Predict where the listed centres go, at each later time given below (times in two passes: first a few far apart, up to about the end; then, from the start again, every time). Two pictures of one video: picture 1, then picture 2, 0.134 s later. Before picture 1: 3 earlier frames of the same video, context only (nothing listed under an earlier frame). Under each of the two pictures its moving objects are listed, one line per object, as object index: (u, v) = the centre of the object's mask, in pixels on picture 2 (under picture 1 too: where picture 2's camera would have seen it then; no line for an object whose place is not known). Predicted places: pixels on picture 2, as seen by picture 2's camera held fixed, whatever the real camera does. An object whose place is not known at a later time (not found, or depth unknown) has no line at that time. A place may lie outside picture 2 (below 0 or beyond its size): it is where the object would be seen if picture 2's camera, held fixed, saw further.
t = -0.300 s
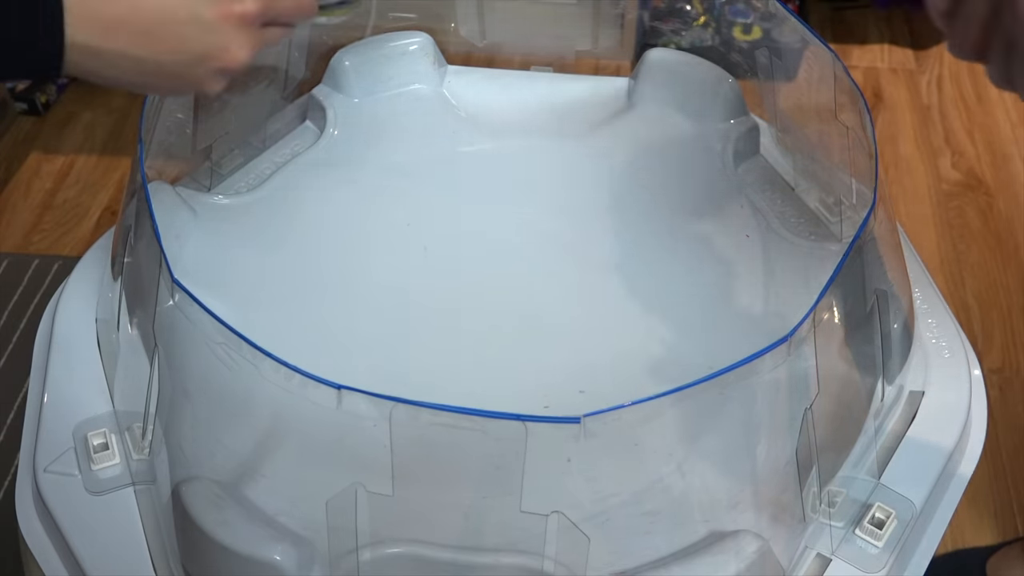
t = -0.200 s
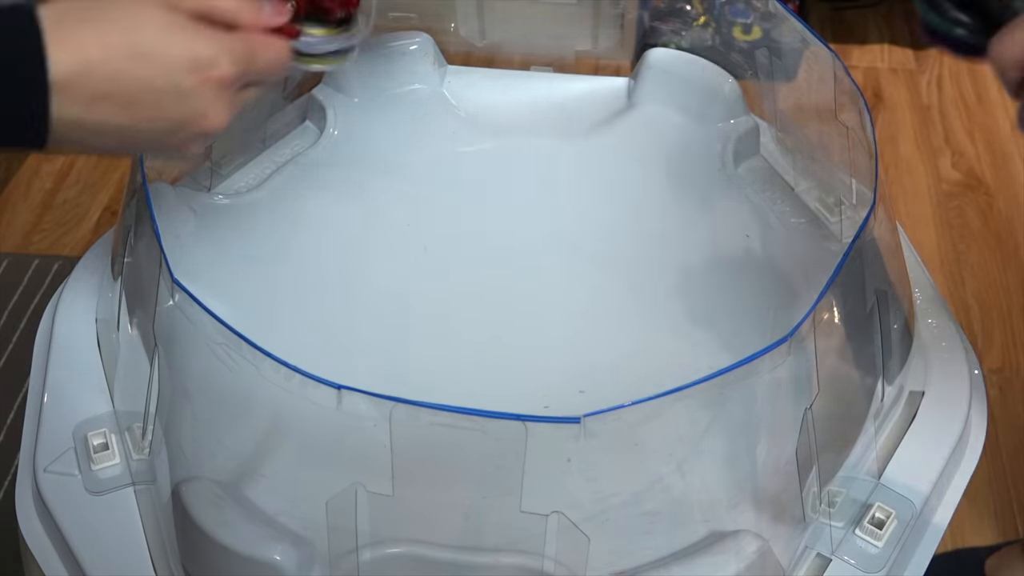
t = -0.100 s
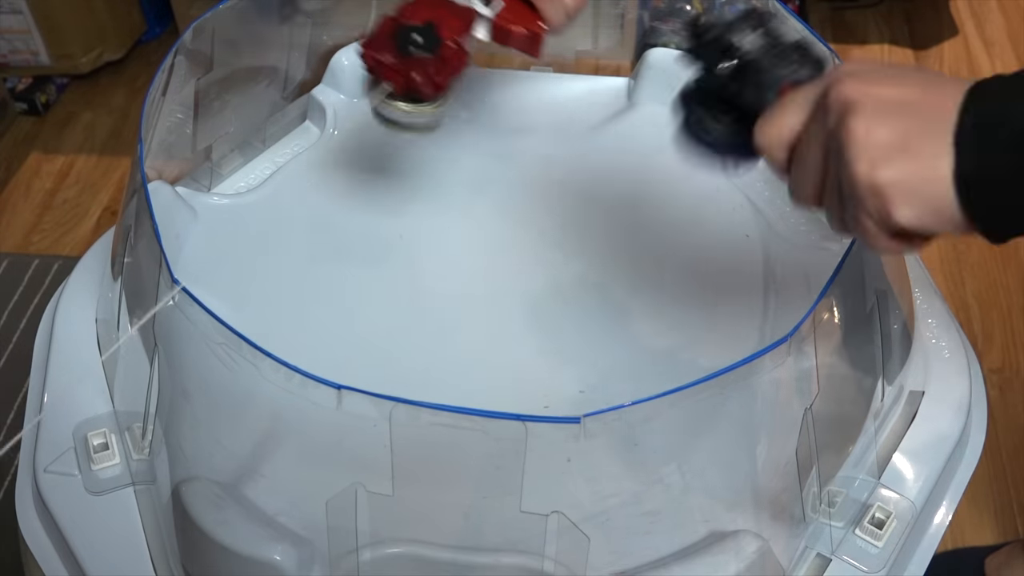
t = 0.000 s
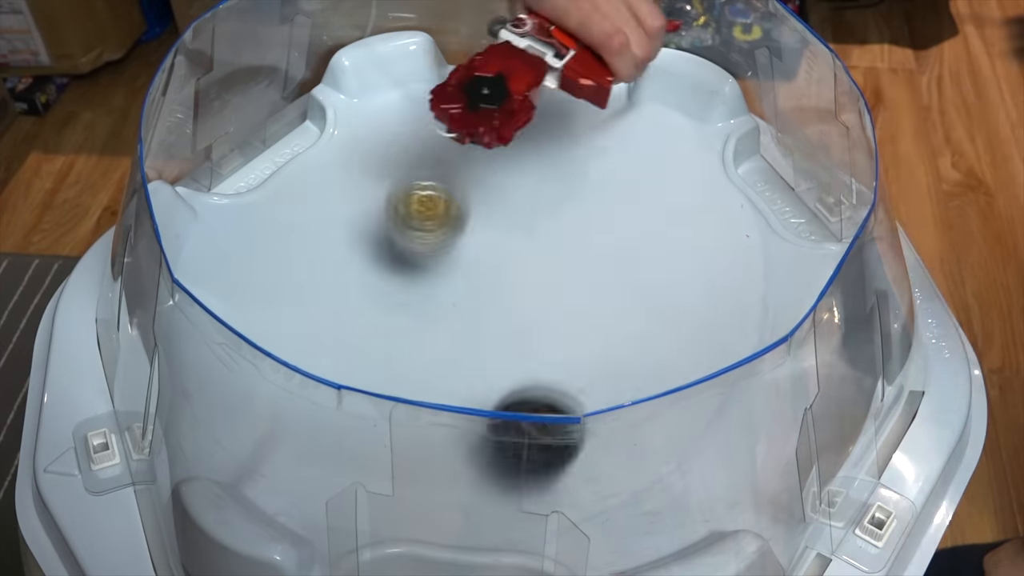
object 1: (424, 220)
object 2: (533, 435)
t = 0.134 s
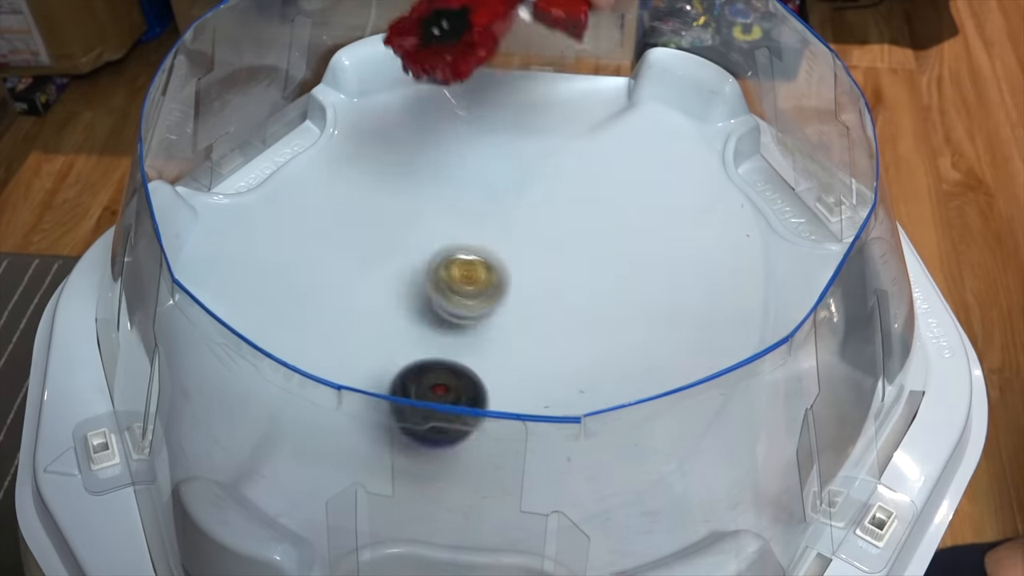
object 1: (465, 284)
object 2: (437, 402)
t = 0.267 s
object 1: (540, 343)
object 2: (386, 411)
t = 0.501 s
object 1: (600, 293)
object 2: (429, 315)
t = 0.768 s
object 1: (616, 187)
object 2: (494, 313)
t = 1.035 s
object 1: (550, 179)
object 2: (518, 379)
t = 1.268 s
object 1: (483, 273)
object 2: (438, 355)
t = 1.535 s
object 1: (593, 254)
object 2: (423, 318)
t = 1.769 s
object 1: (591, 232)
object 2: (548, 303)
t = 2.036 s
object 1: (550, 245)
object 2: (574, 378)
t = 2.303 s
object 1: (535, 303)
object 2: (468, 362)
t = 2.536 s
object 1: (628, 249)
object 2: (395, 305)
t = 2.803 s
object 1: (645, 276)
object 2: (514, 213)
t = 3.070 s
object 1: (762, 364)
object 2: (540, 225)
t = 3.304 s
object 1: (757, 429)
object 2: (570, 324)
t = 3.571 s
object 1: (705, 481)
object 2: (461, 335)
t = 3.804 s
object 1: (754, 450)
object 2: (453, 257)
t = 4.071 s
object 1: (714, 479)
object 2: (572, 273)
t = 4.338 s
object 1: (737, 449)
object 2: (510, 374)
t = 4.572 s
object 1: (627, 373)
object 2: (404, 313)
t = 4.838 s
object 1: (579, 214)
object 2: (390, 198)
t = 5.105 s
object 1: (531, 197)
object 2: (433, 172)
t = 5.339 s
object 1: (570, 301)
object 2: (400, 166)
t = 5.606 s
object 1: (617, 336)
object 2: (453, 227)
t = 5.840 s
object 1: (605, 309)
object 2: (492, 316)
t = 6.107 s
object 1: (542, 321)
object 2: (438, 364)
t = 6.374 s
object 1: (551, 376)
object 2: (392, 332)
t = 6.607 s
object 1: (642, 340)
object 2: (454, 314)
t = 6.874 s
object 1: (481, 244)
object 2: (539, 331)
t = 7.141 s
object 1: (314, 307)
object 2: (570, 353)
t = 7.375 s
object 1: (334, 438)
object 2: (571, 347)
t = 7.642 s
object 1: (600, 399)
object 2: (568, 325)
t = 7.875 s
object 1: (614, 163)
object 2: (564, 301)
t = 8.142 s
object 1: (439, 83)
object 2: (553, 276)
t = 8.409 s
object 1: (307, 206)
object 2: (539, 263)
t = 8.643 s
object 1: (298, 420)
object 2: (518, 260)
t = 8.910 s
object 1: (662, 490)
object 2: (495, 265)
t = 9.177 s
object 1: (796, 289)
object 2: (480, 281)
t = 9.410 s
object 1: (685, 143)
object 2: (470, 300)
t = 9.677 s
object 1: (489, 90)
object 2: (467, 323)
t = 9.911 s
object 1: (339, 201)
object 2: (472, 337)
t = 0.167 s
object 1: (484, 303)
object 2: (417, 408)
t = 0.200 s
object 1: (502, 332)
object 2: (399, 427)
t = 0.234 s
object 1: (521, 340)
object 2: (391, 420)
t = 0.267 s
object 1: (540, 343)
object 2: (386, 411)
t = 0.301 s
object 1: (557, 340)
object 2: (384, 400)
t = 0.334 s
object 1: (572, 337)
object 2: (382, 387)
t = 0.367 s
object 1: (585, 330)
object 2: (384, 373)
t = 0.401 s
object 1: (593, 322)
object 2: (390, 358)
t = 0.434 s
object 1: (599, 313)
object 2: (398, 344)
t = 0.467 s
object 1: (601, 303)
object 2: (412, 328)
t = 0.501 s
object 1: (600, 293)
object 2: (429, 315)
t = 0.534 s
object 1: (596, 283)
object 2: (450, 303)
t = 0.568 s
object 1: (589, 272)
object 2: (472, 293)
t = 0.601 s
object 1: (580, 262)
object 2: (497, 284)
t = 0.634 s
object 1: (588, 246)
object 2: (498, 286)
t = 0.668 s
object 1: (602, 227)
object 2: (491, 291)
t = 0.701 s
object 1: (610, 211)
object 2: (488, 298)
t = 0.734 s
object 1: (615, 197)
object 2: (489, 305)
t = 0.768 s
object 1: (616, 187)
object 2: (494, 313)
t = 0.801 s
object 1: (613, 178)
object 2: (502, 322)
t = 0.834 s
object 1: (609, 171)
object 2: (511, 331)
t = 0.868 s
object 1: (603, 167)
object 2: (518, 341)
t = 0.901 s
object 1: (594, 165)
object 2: (523, 350)
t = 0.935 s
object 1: (585, 165)
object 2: (526, 359)
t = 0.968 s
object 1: (574, 168)
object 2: (526, 368)
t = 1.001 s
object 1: (562, 172)
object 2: (524, 374)
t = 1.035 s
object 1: (550, 179)
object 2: (518, 379)
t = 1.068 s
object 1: (536, 188)
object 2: (509, 381)
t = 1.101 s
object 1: (523, 198)
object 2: (496, 382)
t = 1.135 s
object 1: (511, 211)
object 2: (482, 381)
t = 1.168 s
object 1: (500, 226)
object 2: (468, 378)
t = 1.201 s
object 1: (491, 241)
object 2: (454, 373)
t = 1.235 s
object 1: (486, 257)
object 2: (443, 366)
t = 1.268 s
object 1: (483, 273)
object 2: (438, 355)
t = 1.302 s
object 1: (485, 287)
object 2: (436, 345)
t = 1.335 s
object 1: (501, 283)
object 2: (420, 350)
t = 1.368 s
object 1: (520, 279)
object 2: (410, 353)
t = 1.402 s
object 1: (538, 274)
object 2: (404, 352)
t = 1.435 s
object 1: (555, 270)
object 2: (402, 346)
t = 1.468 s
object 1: (571, 264)
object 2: (405, 338)
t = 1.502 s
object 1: (583, 259)
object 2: (412, 328)
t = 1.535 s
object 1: (593, 254)
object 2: (423, 318)
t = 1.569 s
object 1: (599, 249)
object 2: (439, 309)
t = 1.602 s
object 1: (602, 245)
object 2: (457, 301)
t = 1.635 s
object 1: (602, 242)
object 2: (477, 295)
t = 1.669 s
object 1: (600, 239)
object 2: (499, 292)
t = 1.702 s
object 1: (595, 238)
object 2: (520, 292)
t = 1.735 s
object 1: (591, 235)
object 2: (539, 295)
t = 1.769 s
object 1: (591, 232)
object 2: (548, 303)
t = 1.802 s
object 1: (590, 228)
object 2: (558, 312)
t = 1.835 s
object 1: (588, 226)
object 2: (568, 321)
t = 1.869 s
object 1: (583, 226)
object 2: (576, 331)
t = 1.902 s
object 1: (578, 228)
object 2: (582, 341)
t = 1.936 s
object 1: (571, 230)
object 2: (588, 352)
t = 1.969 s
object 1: (564, 234)
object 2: (588, 362)
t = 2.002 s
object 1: (556, 239)
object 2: (581, 372)
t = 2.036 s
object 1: (550, 245)
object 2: (574, 378)
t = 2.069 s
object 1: (544, 252)
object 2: (562, 383)
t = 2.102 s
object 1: (539, 259)
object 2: (549, 384)
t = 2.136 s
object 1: (535, 267)
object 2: (535, 385)
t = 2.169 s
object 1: (532, 275)
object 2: (519, 384)
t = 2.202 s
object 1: (530, 283)
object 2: (504, 381)
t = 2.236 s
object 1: (530, 292)
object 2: (491, 376)
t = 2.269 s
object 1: (530, 300)
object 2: (481, 369)
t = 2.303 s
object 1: (535, 303)
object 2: (468, 362)
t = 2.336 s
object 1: (559, 291)
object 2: (439, 365)
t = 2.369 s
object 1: (579, 281)
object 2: (416, 362)
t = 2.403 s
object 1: (596, 273)
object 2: (400, 357)
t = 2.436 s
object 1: (608, 266)
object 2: (389, 347)
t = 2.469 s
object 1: (617, 259)
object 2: (385, 335)
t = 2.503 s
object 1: (624, 253)
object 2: (387, 321)
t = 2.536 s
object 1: (628, 249)
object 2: (395, 305)
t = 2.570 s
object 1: (629, 246)
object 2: (409, 289)
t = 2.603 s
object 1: (627, 245)
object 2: (426, 273)
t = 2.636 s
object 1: (624, 245)
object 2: (447, 260)
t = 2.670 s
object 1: (619, 246)
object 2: (471, 248)
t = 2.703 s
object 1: (613, 248)
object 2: (496, 240)
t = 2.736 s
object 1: (605, 251)
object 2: (523, 235)
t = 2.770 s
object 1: (617, 260)
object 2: (526, 225)
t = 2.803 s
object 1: (645, 276)
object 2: (514, 213)
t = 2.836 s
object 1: (667, 289)
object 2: (505, 203)
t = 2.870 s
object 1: (685, 301)
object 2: (501, 198)
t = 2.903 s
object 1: (701, 312)
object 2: (499, 195)
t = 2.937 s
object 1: (718, 322)
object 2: (502, 197)
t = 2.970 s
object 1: (728, 328)
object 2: (509, 200)
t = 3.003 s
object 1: (742, 339)
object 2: (519, 207)
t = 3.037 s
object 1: (754, 350)
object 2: (529, 215)
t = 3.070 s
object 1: (762, 364)
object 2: (540, 225)
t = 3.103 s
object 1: (775, 378)
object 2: (552, 235)
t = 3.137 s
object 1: (791, 397)
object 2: (563, 247)
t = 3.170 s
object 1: (805, 415)
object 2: (573, 260)
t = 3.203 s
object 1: (806, 426)
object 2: (579, 275)
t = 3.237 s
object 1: (785, 423)
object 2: (580, 292)
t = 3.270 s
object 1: (770, 425)
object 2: (577, 309)
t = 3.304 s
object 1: (757, 429)
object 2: (570, 324)
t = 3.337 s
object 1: (745, 435)
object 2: (559, 337)
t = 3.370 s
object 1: (731, 441)
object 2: (547, 346)
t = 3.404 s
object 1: (721, 451)
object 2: (533, 350)
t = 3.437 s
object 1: (712, 461)
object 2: (516, 353)
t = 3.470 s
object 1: (701, 467)
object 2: (498, 350)
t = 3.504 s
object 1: (698, 474)
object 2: (483, 347)
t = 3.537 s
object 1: (699, 478)
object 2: (470, 342)
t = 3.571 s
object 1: (705, 481)
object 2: (461, 335)
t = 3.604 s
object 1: (713, 480)
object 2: (455, 326)
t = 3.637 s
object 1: (724, 475)
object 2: (449, 315)
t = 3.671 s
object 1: (735, 467)
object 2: (445, 303)
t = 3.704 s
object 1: (744, 460)
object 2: (443, 291)
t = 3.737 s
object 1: (750, 456)
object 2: (443, 279)
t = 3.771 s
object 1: (753, 452)
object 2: (447, 269)
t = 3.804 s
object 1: (754, 450)
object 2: (453, 257)
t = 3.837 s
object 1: (754, 450)
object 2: (462, 247)
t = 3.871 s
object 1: (751, 451)
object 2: (475, 240)
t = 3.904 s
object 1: (745, 453)
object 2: (491, 235)
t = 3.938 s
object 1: (735, 458)
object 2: (507, 235)
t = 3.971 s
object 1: (724, 464)
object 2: (526, 238)
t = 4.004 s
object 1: (713, 470)
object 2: (544, 246)
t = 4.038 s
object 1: (712, 474)
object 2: (560, 258)
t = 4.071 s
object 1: (714, 479)
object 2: (572, 273)
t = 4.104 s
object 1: (724, 480)
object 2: (580, 290)
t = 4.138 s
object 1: (735, 478)
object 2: (583, 309)
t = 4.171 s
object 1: (743, 474)
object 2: (580, 327)
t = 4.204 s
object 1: (750, 471)
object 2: (574, 343)
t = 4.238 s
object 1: (752, 466)
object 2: (563, 357)
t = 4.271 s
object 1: (751, 461)
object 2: (549, 367)
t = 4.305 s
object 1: (746, 455)
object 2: (531, 373)
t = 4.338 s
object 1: (737, 449)
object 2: (510, 374)
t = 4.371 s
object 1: (722, 441)
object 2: (486, 373)
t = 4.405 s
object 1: (708, 435)
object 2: (464, 370)
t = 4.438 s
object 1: (691, 430)
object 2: (443, 363)
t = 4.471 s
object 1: (674, 420)
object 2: (426, 353)
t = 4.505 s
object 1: (658, 408)
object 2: (413, 341)
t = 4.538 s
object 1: (642, 394)
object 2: (407, 328)
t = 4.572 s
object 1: (627, 373)
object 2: (404, 313)
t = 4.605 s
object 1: (612, 357)
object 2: (406, 297)
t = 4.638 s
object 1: (596, 334)
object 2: (412, 282)
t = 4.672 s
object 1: (577, 308)
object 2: (422, 268)
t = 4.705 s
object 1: (556, 283)
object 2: (437, 256)
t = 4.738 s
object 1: (533, 257)
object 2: (453, 248)
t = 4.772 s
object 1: (550, 241)
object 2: (426, 227)
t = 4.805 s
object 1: (566, 227)
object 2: (404, 212)
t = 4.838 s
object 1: (579, 214)
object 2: (390, 198)
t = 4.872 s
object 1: (585, 204)
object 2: (382, 188)
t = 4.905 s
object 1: (588, 197)
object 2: (380, 180)
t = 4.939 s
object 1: (586, 193)
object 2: (383, 175)
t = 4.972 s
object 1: (582, 192)
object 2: (391, 171)
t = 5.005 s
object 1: (573, 191)
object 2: (401, 168)
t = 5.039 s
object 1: (561, 191)
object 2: (411, 168)
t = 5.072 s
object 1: (547, 193)
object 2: (422, 169)
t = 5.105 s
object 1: (531, 197)
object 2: (433, 172)
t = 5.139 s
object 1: (515, 201)
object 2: (444, 176)
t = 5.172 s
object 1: (526, 220)
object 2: (426, 168)
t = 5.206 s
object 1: (536, 237)
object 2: (412, 164)
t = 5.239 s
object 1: (545, 255)
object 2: (404, 163)
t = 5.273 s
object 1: (553, 272)
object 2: (399, 163)
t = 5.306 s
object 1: (562, 287)
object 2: (398, 164)
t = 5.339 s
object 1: (570, 301)
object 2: (400, 166)
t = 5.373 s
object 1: (579, 312)
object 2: (402, 170)
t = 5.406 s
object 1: (587, 322)
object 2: (407, 174)
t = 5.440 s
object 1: (595, 330)
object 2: (413, 180)
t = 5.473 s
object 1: (601, 334)
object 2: (419, 186)
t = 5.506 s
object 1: (607, 337)
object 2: (427, 194)
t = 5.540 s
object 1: (611, 338)
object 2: (435, 203)
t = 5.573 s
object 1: (614, 338)
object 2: (444, 214)
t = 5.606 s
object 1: (617, 336)
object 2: (453, 227)
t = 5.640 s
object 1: (618, 333)
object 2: (462, 240)
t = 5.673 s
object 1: (618, 330)
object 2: (471, 254)
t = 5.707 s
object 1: (617, 326)
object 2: (479, 267)
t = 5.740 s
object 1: (615, 322)
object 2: (485, 280)
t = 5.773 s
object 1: (612, 317)
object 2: (490, 292)
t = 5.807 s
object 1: (609, 313)
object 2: (492, 304)
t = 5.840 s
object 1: (605, 309)
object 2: (492, 316)
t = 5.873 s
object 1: (600, 306)
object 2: (488, 326)
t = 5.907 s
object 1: (593, 304)
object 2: (484, 336)
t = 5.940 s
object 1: (587, 303)
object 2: (477, 344)
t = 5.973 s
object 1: (579, 304)
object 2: (469, 350)
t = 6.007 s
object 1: (570, 306)
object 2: (461, 356)
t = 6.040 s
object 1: (561, 310)
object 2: (454, 361)
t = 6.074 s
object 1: (552, 315)
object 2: (446, 364)
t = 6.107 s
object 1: (542, 321)
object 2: (438, 364)
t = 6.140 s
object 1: (532, 327)
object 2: (431, 364)
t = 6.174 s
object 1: (523, 335)
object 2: (424, 363)
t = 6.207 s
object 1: (515, 342)
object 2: (418, 360)
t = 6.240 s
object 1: (509, 350)
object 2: (417, 357)
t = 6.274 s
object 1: (507, 358)
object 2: (413, 353)
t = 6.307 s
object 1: (521, 365)
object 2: (400, 346)
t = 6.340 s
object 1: (536, 372)
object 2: (393, 339)
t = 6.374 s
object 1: (551, 376)
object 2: (392, 332)
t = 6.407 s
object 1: (568, 377)
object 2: (395, 327)
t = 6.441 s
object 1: (586, 377)
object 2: (401, 323)
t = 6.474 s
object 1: (603, 374)
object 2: (409, 320)
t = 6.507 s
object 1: (617, 369)
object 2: (419, 317)
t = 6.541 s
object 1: (631, 362)
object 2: (430, 315)
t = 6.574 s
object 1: (640, 353)
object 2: (442, 315)
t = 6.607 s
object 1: (642, 340)
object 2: (454, 314)
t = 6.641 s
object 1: (639, 326)
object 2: (467, 315)
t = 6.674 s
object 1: (631, 310)
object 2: (479, 316)
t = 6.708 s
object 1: (616, 295)
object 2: (490, 318)
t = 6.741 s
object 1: (596, 281)
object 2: (501, 321)
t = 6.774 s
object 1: (571, 268)
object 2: (512, 323)
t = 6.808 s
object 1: (542, 258)
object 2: (521, 326)
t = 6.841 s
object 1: (512, 250)
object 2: (531, 328)
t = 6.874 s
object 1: (481, 244)
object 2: (539, 331)
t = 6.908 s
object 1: (451, 242)
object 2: (547, 334)
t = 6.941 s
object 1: (422, 242)
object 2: (553, 338)
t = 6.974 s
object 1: (396, 246)
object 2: (559, 341)
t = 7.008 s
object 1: (373, 253)
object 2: (563, 344)
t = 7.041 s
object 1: (353, 263)
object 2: (566, 347)
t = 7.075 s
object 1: (337, 276)
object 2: (569, 349)
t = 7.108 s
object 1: (324, 291)
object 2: (570, 351)
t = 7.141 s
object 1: (314, 307)
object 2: (570, 353)
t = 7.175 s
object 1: (306, 324)
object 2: (572, 353)
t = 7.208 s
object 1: (305, 337)
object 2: (571, 354)
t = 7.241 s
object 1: (300, 361)
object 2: (571, 353)
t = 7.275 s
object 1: (301, 380)
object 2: (572, 351)
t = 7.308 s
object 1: (307, 400)
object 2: (571, 350)
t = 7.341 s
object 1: (318, 418)
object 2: (571, 348)
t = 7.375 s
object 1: (334, 438)
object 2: (571, 347)
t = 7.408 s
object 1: (358, 452)
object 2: (571, 345)
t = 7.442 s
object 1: (387, 462)
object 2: (571, 343)
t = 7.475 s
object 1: (421, 465)
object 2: (570, 340)
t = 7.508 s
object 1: (459, 465)
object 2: (571, 337)
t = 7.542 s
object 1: (493, 459)
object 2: (571, 334)
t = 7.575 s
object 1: (533, 443)
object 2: (570, 331)
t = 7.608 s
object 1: (569, 424)
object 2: (569, 329)
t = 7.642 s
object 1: (600, 399)
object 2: (568, 325)
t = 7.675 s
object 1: (627, 367)
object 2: (566, 321)
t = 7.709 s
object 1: (644, 333)
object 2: (566, 317)
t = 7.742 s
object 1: (652, 298)
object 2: (566, 314)
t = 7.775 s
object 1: (652, 262)
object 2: (567, 310)
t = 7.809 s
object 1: (645, 226)
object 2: (566, 308)
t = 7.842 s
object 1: (632, 193)
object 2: (566, 304)
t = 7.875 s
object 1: (614, 163)
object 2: (564, 301)
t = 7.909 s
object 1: (593, 137)
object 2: (563, 297)
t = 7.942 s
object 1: (570, 112)
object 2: (561, 294)
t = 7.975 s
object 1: (545, 95)
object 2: (560, 290)
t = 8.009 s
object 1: (524, 77)
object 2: (558, 287)
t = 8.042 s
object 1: (503, 64)
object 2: (557, 284)
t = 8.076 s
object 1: (479, 74)
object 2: (555, 281)
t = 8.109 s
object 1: (454, 78)
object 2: (554, 279)
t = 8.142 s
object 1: (439, 83)
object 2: (553, 276)
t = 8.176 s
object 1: (422, 94)
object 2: (551, 274)
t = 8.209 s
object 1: (407, 104)
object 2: (550, 272)
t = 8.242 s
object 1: (390, 120)
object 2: (549, 270)
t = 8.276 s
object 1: (372, 135)
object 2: (547, 268)
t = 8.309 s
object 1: (354, 154)
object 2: (545, 266)
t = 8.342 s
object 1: (336, 173)
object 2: (543, 264)
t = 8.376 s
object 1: (317, 194)
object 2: (540, 263)
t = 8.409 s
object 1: (307, 206)
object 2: (539, 263)
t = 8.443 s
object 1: (291, 230)
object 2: (535, 262)
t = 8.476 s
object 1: (277, 259)
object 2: (533, 261)
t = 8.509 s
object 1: (269, 288)
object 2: (531, 260)
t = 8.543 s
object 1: (269, 315)
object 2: (528, 260)
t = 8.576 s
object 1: (270, 355)
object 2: (524, 260)
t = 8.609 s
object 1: (280, 387)
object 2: (521, 260)
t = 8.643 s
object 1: (298, 420)
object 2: (518, 260)
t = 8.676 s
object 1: (324, 446)
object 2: (515, 260)
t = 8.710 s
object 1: (359, 471)
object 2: (511, 260)
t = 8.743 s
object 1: (400, 490)
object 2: (509, 260)
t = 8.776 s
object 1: (451, 505)
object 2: (506, 261)
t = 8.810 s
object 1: (501, 512)
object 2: (503, 262)
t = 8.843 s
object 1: (557, 512)
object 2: (501, 263)
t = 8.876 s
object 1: (615, 505)
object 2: (498, 264)
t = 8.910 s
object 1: (662, 490)
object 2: (495, 265)
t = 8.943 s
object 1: (709, 470)
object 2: (492, 266)
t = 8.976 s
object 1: (752, 460)
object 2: (491, 268)
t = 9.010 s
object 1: (785, 435)
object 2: (489, 269)
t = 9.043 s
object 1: (807, 409)
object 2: (487, 272)
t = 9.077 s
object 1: (809, 378)
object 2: (485, 274)
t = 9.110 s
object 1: (807, 344)
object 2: (484, 276)
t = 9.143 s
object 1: (800, 315)
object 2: (482, 279)
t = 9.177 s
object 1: (796, 289)
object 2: (480, 281)
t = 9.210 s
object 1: (791, 274)
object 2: (479, 284)
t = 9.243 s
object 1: (779, 252)
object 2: (477, 287)
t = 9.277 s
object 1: (765, 230)
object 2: (474, 289)
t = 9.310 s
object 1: (746, 207)
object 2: (473, 292)
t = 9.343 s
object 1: (729, 184)
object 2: (472, 295)
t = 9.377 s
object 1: (708, 163)
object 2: (471, 298)
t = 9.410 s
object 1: (685, 143)
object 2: (470, 300)
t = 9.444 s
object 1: (663, 123)
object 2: (469, 303)
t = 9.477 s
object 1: (634, 103)
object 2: (468, 306)
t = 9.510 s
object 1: (609, 87)
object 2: (467, 309)
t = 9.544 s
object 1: (583, 80)
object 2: (467, 312)
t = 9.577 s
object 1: (562, 68)
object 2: (466, 315)
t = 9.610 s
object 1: (538, 74)
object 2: (467, 317)
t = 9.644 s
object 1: (514, 83)
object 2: (467, 320)
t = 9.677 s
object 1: (489, 90)
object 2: (467, 323)
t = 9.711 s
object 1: (468, 100)
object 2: (468, 325)
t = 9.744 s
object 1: (447, 111)
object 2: (468, 328)
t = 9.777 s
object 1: (428, 126)
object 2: (468, 330)
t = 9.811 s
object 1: (406, 144)
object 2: (469, 332)
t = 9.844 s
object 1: (384, 160)
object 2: (470, 334)
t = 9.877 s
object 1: (361, 179)
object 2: (471, 335)
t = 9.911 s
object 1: (339, 201)
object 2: (472, 337)
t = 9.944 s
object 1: (319, 227)
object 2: (473, 337)
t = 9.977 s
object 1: (302, 255)
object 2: (475, 338)
